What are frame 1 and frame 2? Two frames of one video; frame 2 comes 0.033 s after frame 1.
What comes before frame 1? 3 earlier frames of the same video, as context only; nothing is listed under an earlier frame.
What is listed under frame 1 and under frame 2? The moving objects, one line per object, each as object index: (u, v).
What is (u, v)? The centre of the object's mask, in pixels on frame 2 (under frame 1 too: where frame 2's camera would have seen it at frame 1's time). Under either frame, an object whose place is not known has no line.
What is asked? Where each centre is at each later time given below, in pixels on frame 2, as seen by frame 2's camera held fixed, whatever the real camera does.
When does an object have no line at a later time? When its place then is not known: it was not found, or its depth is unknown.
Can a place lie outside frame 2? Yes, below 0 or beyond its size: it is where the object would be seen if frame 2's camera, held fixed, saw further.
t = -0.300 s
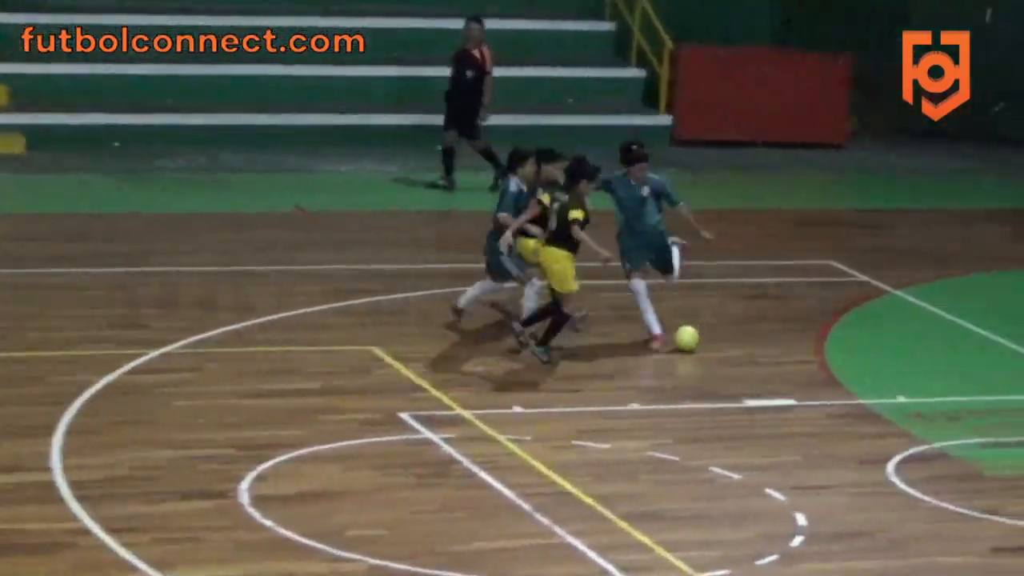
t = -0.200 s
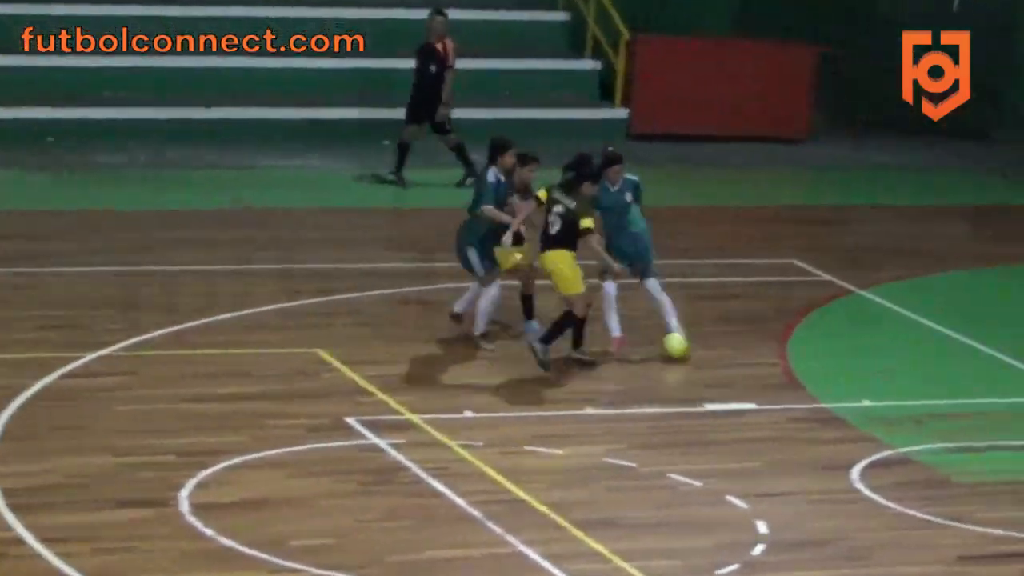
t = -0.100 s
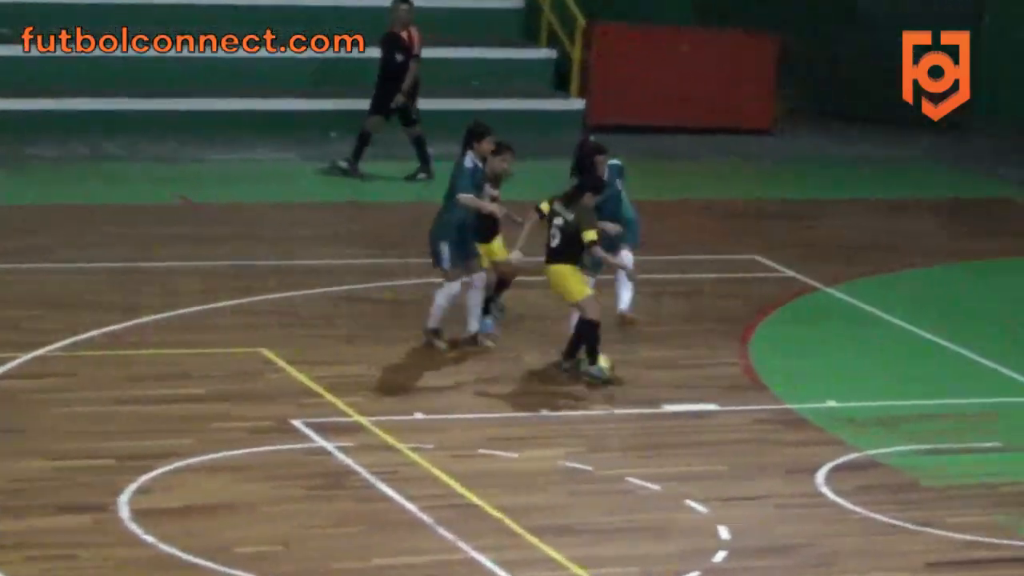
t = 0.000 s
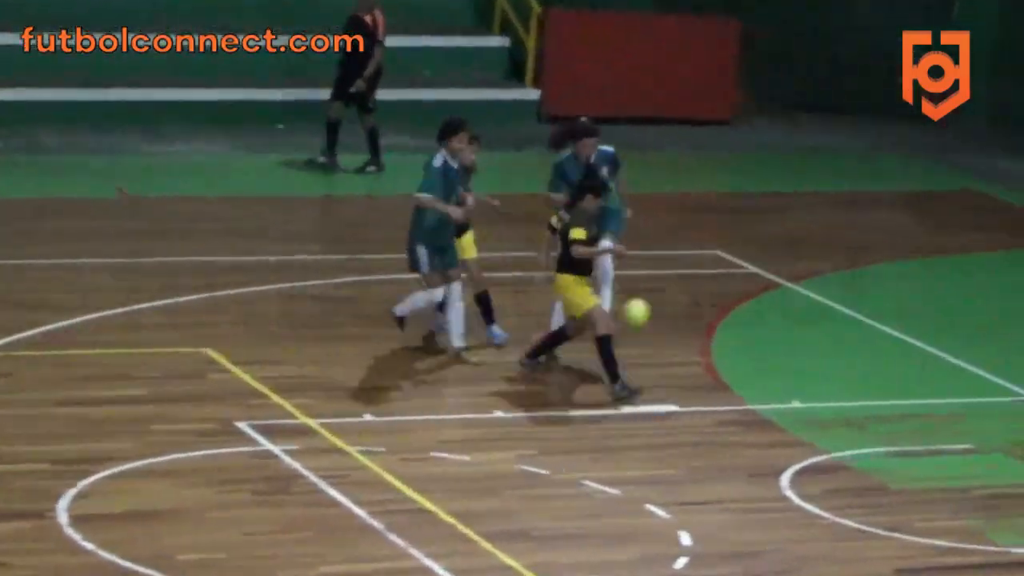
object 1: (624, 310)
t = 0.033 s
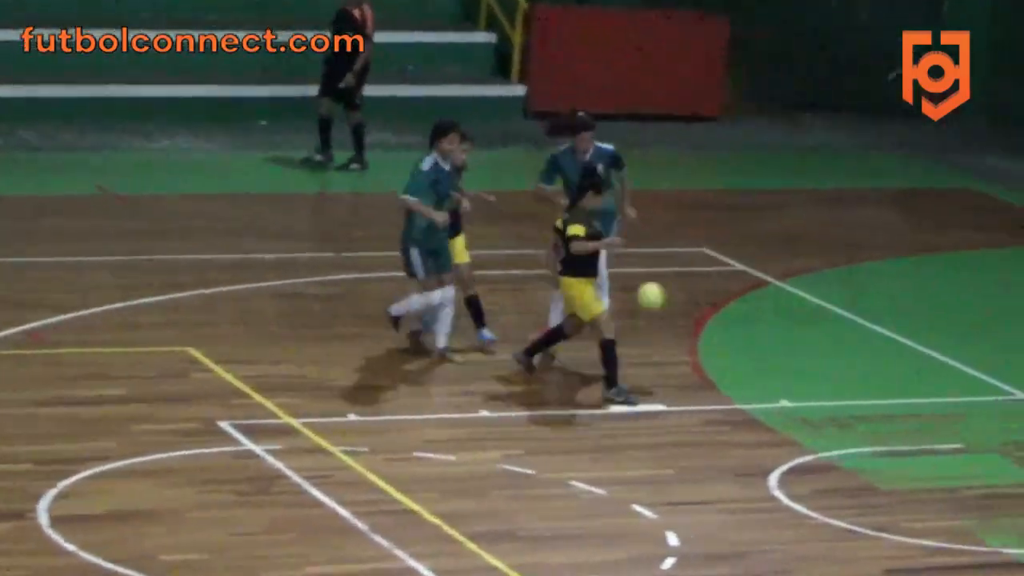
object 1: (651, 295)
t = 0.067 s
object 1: (676, 283)
